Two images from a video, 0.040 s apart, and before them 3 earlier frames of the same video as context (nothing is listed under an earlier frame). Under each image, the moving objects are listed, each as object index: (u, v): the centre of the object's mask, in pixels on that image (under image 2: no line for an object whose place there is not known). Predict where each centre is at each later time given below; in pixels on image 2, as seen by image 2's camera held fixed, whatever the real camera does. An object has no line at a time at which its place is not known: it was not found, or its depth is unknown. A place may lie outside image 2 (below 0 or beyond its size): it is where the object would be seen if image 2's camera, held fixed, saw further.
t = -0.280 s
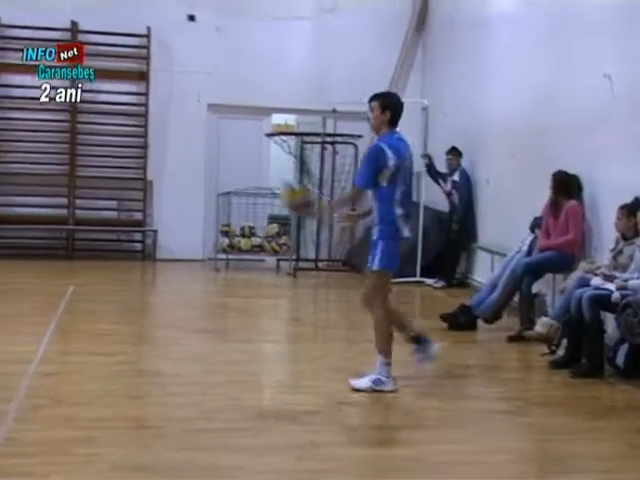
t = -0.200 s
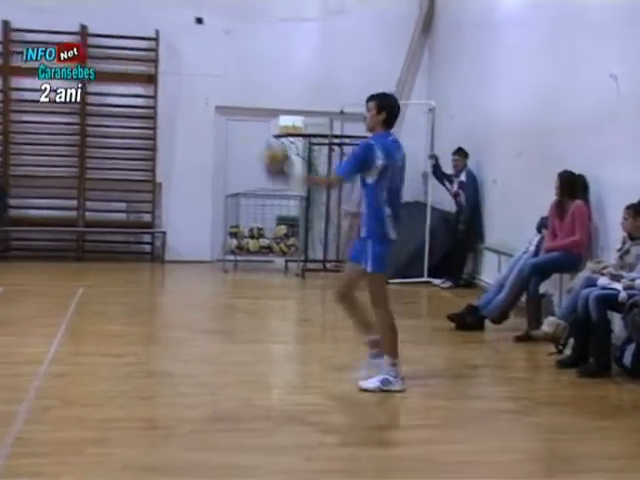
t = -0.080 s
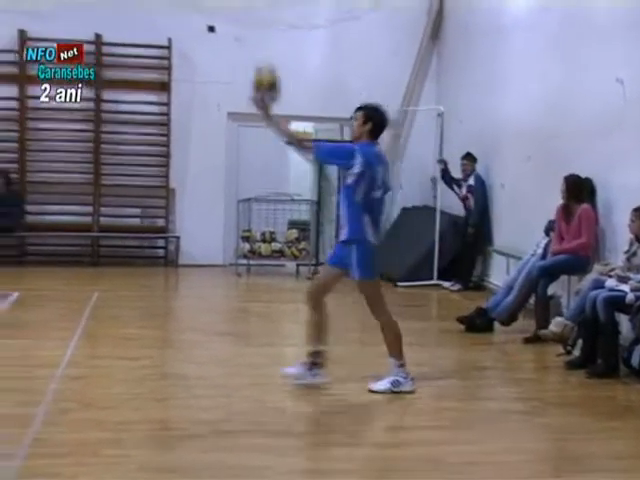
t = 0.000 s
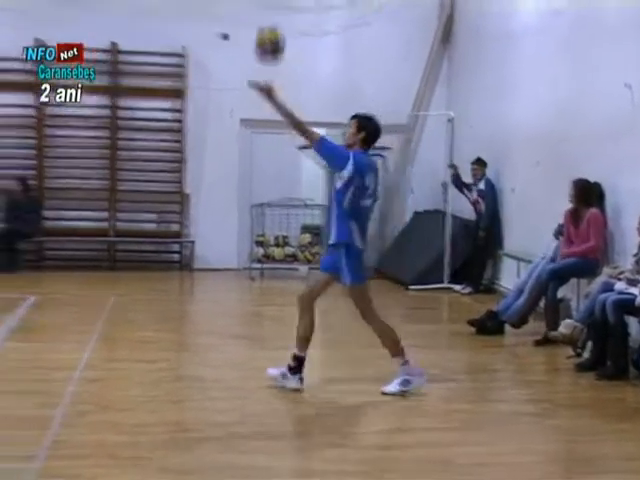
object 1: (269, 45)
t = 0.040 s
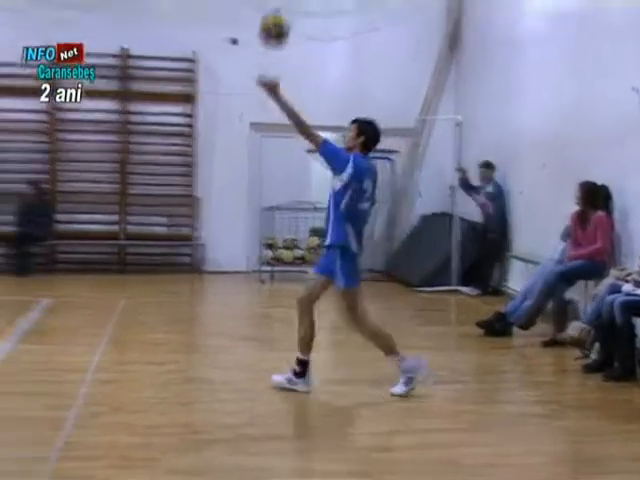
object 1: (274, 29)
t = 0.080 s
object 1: (270, 12)
